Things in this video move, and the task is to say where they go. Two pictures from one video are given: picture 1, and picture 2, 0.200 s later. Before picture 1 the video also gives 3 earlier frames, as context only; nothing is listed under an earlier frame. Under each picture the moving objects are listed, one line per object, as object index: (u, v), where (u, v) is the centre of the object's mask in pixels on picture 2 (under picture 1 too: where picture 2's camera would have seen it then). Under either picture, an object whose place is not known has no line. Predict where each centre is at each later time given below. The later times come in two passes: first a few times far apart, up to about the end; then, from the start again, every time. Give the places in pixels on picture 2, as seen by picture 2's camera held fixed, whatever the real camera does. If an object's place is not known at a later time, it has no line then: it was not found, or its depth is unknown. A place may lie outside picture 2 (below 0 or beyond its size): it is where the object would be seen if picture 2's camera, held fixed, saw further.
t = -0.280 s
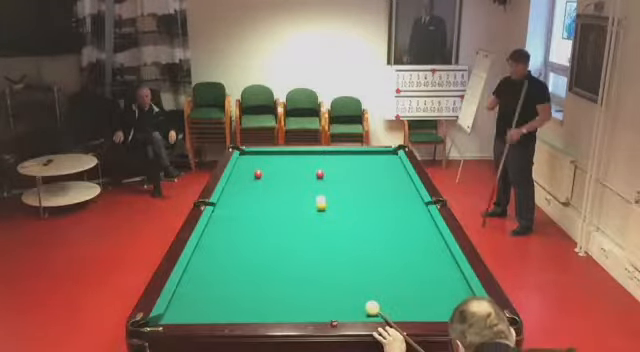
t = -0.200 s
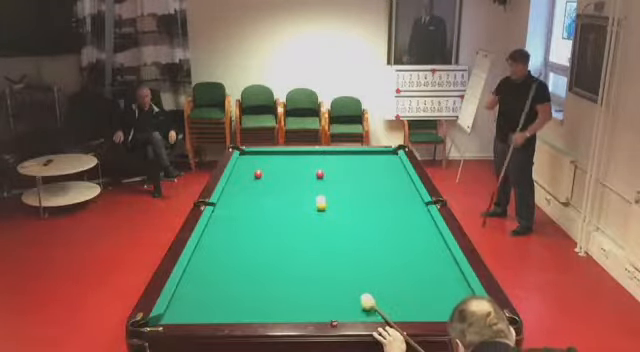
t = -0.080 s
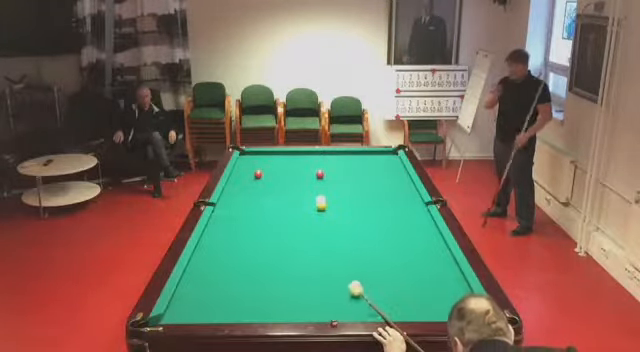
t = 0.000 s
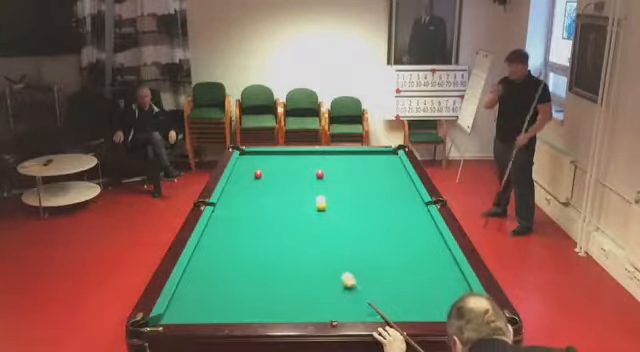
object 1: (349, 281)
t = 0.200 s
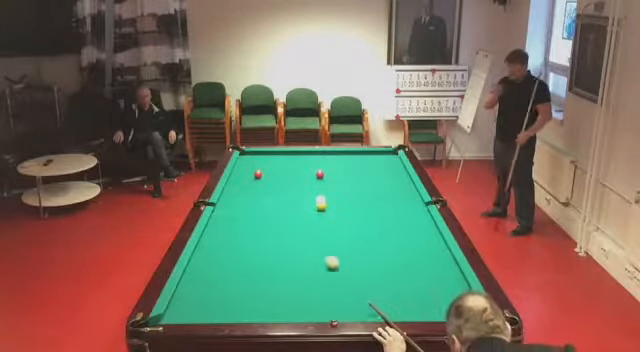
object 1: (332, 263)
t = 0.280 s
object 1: (326, 256)
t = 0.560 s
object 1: (308, 235)
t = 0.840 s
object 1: (294, 217)
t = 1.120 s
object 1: (280, 203)
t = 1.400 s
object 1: (270, 190)
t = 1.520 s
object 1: (266, 185)
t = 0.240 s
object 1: (329, 258)
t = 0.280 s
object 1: (326, 256)
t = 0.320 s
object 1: (323, 252)
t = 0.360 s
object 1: (321, 250)
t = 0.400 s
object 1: (318, 246)
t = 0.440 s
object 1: (316, 243)
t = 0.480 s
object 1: (313, 240)
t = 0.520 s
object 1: (311, 237)
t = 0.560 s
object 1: (308, 235)
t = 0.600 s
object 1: (306, 232)
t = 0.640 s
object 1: (303, 230)
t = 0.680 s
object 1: (301, 227)
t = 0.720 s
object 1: (299, 224)
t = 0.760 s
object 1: (297, 222)
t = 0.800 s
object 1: (296, 220)
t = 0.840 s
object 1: (294, 217)
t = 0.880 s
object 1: (292, 215)
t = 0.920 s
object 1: (290, 213)
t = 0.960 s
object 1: (288, 211)
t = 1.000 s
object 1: (286, 209)
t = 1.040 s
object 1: (284, 207)
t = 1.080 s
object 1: (282, 205)
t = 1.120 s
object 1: (280, 203)
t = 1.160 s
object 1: (279, 201)
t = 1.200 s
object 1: (277, 199)
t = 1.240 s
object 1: (276, 197)
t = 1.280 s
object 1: (274, 196)
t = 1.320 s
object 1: (273, 195)
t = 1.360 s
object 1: (271, 194)
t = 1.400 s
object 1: (270, 190)
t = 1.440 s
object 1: (268, 188)
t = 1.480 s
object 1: (267, 187)
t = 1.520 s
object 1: (266, 185)
